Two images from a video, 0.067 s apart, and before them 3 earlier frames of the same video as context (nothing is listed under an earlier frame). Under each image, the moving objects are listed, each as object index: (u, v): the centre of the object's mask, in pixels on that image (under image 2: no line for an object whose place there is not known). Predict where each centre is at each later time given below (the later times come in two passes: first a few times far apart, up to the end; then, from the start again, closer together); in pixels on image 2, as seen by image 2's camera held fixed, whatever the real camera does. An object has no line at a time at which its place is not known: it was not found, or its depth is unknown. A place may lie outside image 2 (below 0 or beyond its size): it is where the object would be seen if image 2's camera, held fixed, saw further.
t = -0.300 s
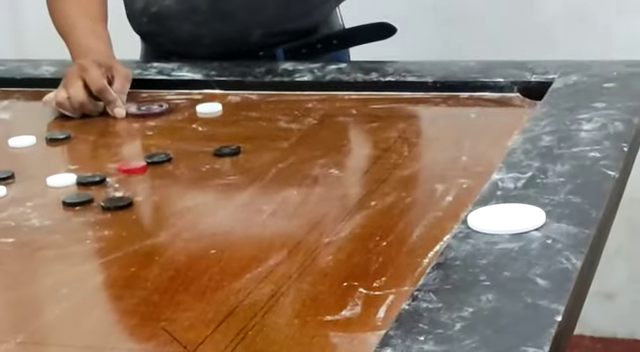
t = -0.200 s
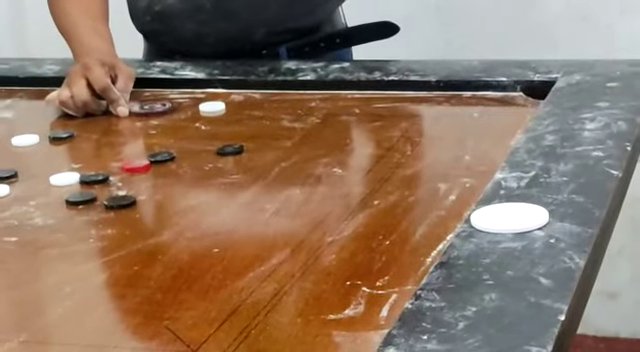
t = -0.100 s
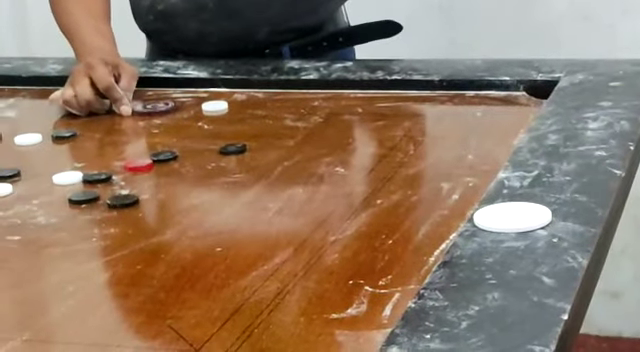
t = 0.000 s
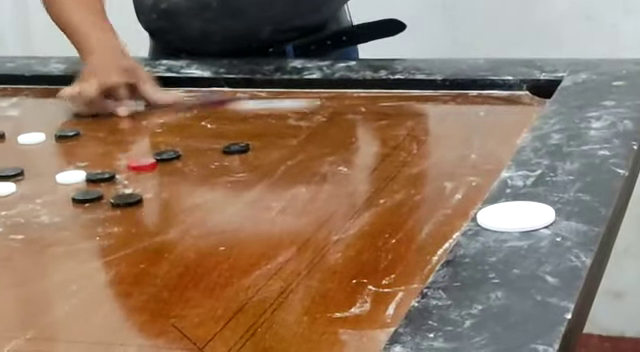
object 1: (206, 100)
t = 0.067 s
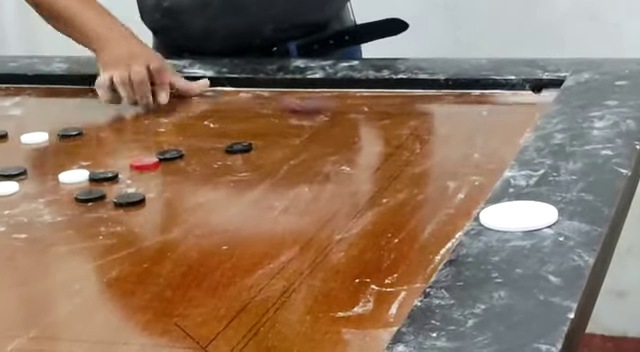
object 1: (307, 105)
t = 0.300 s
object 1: (372, 186)
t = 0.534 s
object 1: (27, 246)
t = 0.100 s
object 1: (343, 117)
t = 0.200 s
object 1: (461, 156)
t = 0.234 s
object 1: (470, 166)
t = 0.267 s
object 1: (423, 176)
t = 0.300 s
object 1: (372, 186)
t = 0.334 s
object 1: (322, 194)
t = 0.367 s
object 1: (273, 204)
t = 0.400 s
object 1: (226, 210)
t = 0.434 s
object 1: (174, 221)
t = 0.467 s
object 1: (124, 229)
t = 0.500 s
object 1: (77, 238)
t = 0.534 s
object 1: (27, 246)
